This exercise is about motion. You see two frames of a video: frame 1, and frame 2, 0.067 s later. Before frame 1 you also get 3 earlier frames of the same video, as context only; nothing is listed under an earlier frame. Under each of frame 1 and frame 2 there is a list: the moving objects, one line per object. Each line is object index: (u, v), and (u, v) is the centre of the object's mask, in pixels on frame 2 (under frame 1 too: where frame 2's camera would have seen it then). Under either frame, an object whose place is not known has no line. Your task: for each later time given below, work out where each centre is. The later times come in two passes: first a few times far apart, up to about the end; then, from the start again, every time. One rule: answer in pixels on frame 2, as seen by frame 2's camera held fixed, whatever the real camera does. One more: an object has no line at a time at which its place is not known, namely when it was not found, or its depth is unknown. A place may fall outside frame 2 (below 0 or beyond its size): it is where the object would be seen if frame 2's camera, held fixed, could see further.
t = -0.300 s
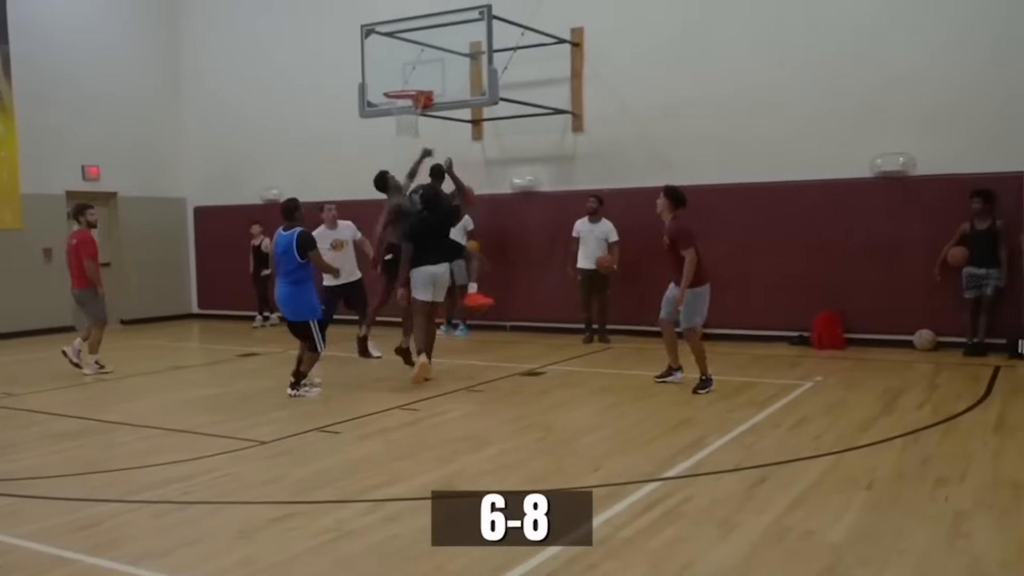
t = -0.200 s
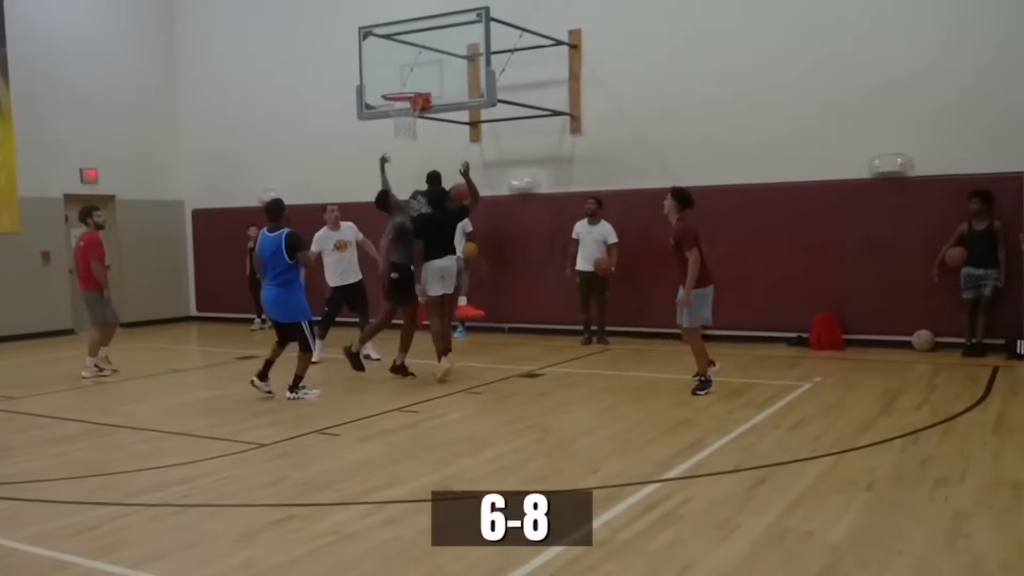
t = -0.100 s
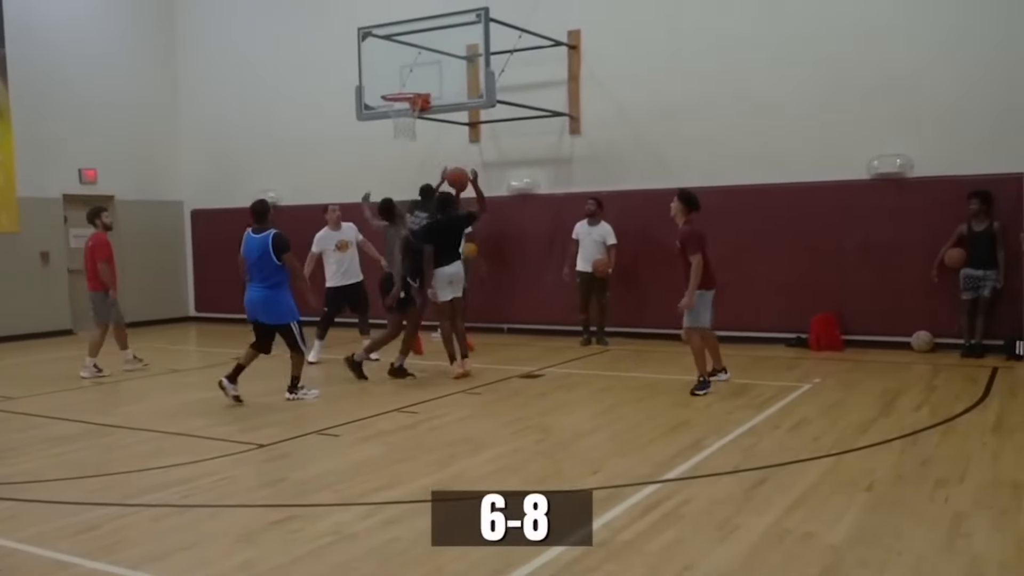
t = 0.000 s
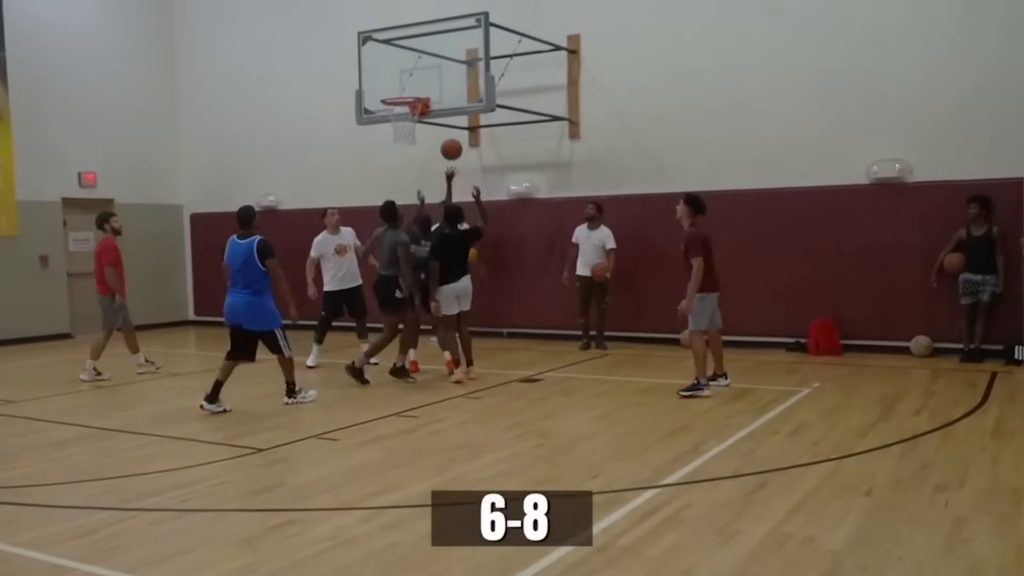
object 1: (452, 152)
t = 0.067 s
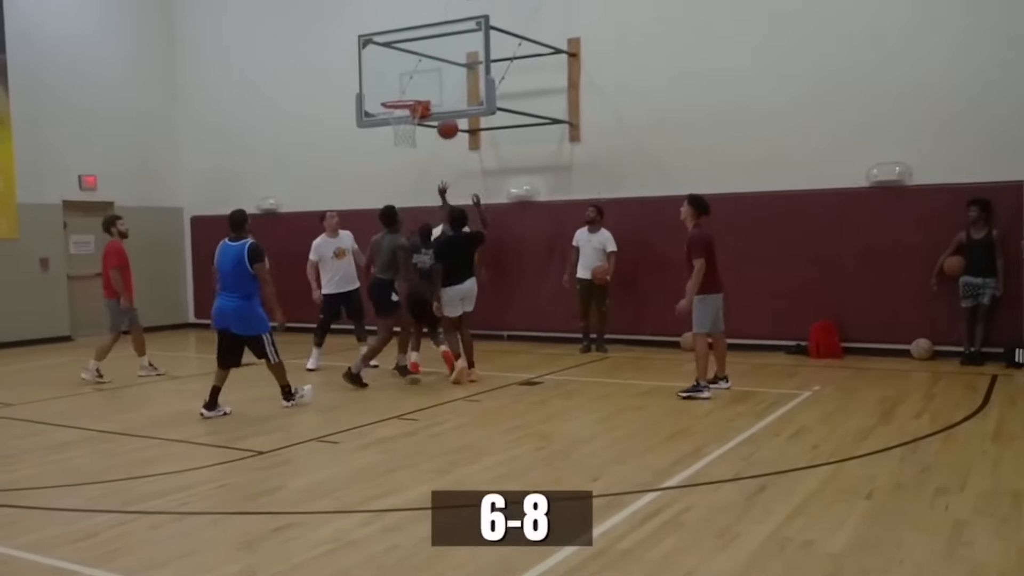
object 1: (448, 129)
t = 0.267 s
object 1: (436, 83)
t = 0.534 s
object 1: (407, 84)
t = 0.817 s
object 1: (414, 136)
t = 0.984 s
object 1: (430, 178)
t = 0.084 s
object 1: (447, 125)
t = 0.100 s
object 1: (445, 118)
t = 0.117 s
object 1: (445, 113)
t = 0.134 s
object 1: (444, 109)
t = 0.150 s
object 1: (443, 105)
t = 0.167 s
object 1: (441, 101)
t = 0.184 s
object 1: (441, 97)
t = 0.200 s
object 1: (440, 94)
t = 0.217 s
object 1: (439, 91)
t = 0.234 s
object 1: (438, 88)
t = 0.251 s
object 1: (437, 85)
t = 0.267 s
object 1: (436, 83)
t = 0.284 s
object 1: (435, 81)
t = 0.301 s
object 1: (434, 79)
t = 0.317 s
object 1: (433, 78)
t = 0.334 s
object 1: (433, 76)
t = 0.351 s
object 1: (432, 76)
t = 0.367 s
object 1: (431, 75)
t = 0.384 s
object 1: (428, 75)
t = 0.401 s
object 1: (426, 75)
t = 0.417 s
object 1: (423, 75)
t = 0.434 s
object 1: (421, 76)
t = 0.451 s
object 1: (418, 77)
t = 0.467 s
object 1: (416, 78)
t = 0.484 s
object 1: (414, 79)
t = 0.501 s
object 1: (411, 80)
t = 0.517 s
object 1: (409, 82)
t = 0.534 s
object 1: (407, 84)
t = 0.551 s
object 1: (404, 86)
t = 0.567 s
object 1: (402, 88)
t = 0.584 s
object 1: (400, 91)
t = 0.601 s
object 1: (397, 94)
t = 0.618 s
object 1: (395, 96)
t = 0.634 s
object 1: (393, 100)
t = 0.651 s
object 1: (391, 104)
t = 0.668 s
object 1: (393, 106)
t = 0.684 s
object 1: (394, 109)
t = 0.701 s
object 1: (397, 111)
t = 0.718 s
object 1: (398, 115)
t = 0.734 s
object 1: (403, 118)
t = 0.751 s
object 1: (406, 122)
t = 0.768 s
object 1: (408, 126)
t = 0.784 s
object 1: (411, 128)
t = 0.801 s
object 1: (412, 134)
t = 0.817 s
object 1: (414, 136)
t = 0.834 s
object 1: (415, 139)
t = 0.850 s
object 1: (417, 142)
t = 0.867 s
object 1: (418, 146)
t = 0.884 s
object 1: (420, 150)
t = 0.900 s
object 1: (422, 154)
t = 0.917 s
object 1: (423, 158)
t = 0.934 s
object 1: (425, 162)
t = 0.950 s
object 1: (427, 167)
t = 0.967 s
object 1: (428, 172)
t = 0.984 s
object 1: (430, 178)
